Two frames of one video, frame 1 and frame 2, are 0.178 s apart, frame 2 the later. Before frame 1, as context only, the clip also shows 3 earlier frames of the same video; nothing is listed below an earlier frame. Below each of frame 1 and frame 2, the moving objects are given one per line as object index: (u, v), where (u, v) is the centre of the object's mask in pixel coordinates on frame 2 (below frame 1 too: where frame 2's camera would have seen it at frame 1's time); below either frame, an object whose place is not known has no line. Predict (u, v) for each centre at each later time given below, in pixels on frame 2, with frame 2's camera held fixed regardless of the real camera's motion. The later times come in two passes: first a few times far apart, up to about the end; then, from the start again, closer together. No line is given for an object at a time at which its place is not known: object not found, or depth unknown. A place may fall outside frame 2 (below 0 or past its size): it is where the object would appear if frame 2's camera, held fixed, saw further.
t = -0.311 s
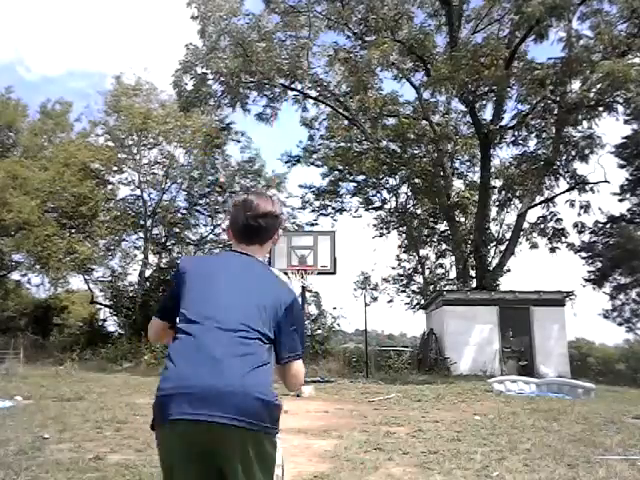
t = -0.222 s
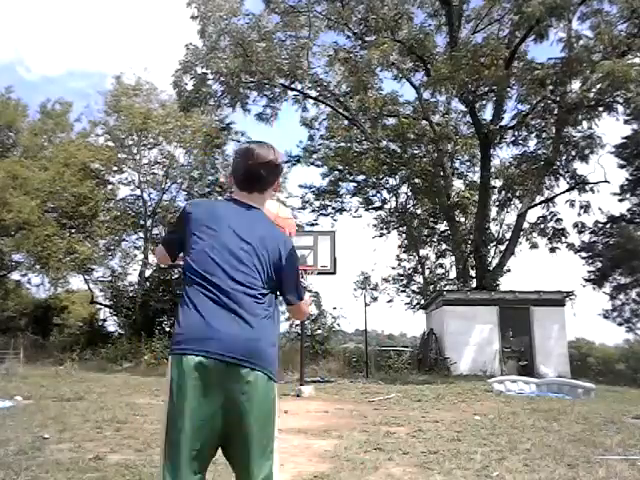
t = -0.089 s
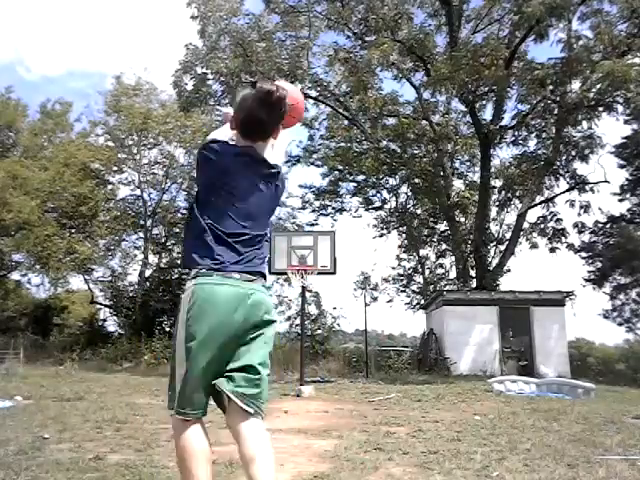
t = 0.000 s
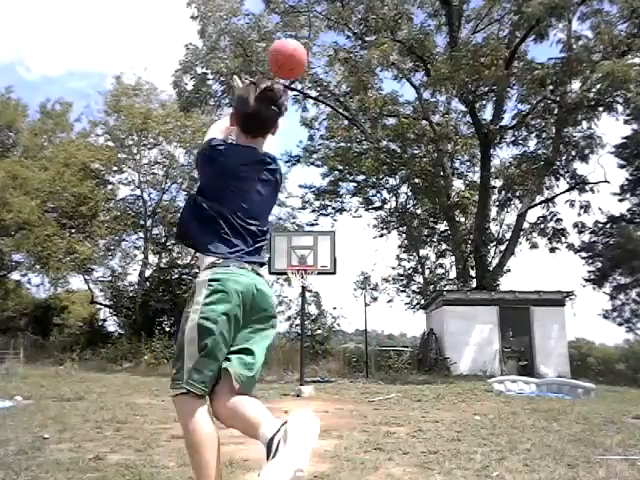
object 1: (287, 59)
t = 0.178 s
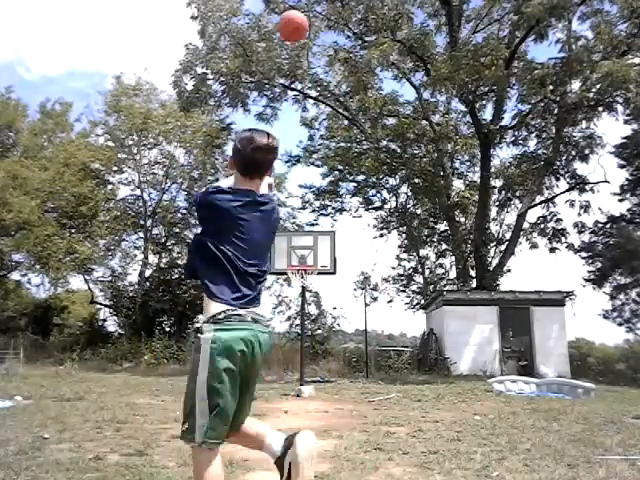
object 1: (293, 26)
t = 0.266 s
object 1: (295, 26)
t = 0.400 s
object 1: (297, 39)
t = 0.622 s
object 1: (298, 85)
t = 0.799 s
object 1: (299, 137)
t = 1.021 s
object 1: (298, 217)
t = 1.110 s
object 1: (298, 252)
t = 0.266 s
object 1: (295, 26)
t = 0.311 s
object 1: (295, 29)
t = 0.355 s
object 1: (296, 33)
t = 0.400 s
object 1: (297, 39)
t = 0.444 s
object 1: (296, 47)
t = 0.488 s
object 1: (297, 54)
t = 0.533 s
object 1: (297, 65)
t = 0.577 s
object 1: (298, 74)
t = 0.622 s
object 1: (298, 85)
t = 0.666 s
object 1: (298, 97)
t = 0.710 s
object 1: (299, 111)
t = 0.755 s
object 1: (298, 123)
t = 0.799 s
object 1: (299, 137)
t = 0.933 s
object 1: (298, 185)
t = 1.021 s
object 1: (298, 217)
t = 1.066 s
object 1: (297, 234)
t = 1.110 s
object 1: (298, 252)
